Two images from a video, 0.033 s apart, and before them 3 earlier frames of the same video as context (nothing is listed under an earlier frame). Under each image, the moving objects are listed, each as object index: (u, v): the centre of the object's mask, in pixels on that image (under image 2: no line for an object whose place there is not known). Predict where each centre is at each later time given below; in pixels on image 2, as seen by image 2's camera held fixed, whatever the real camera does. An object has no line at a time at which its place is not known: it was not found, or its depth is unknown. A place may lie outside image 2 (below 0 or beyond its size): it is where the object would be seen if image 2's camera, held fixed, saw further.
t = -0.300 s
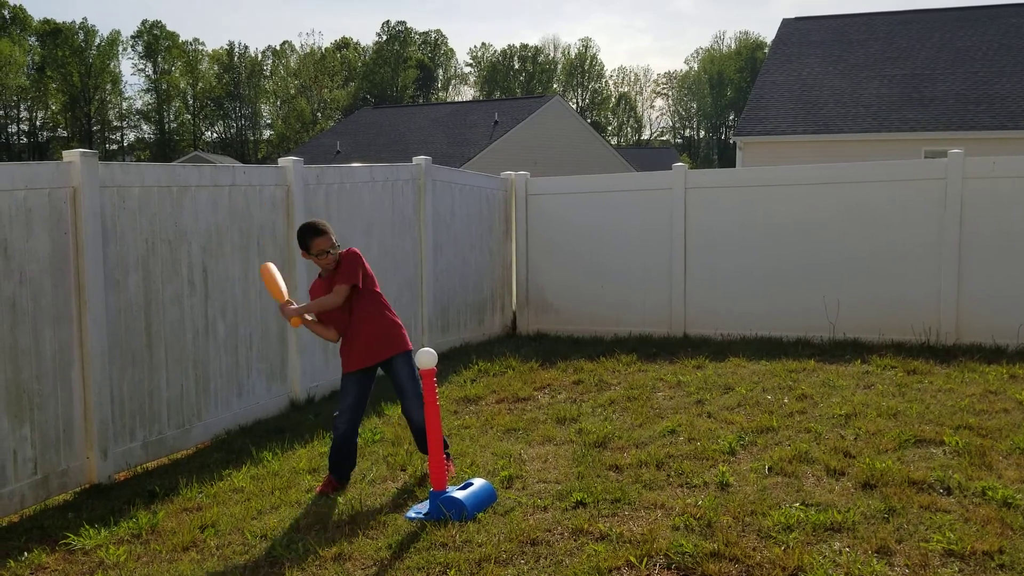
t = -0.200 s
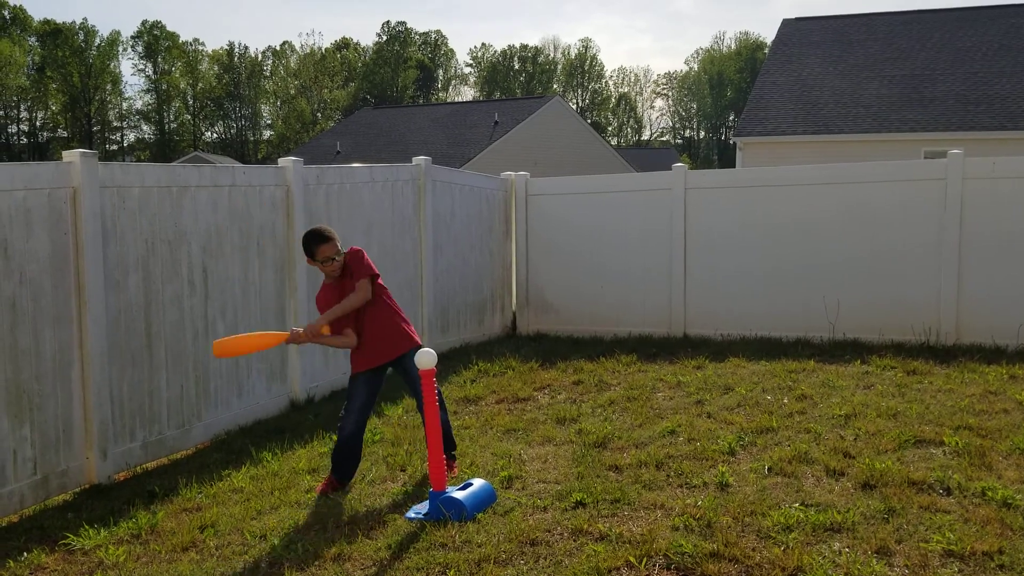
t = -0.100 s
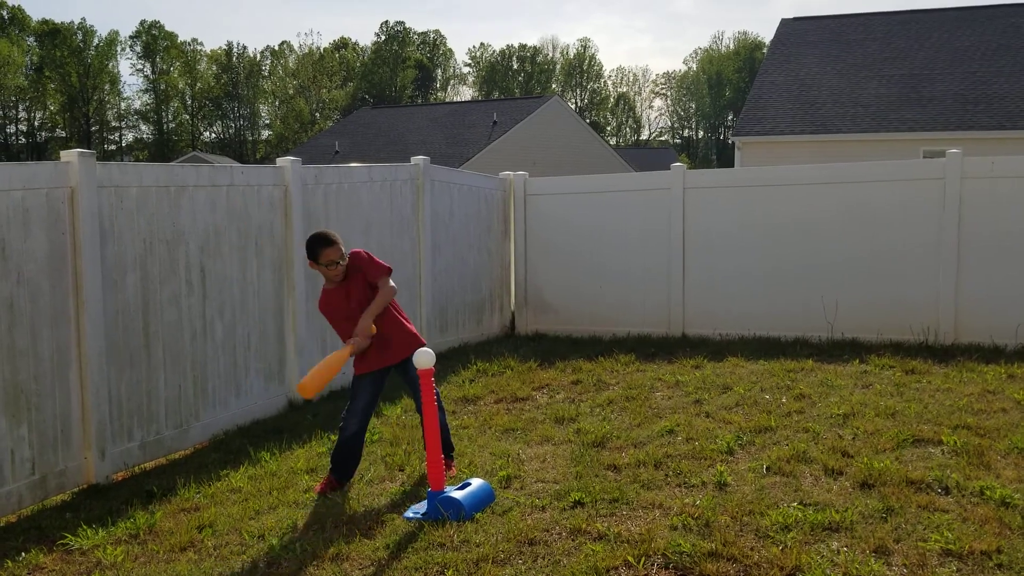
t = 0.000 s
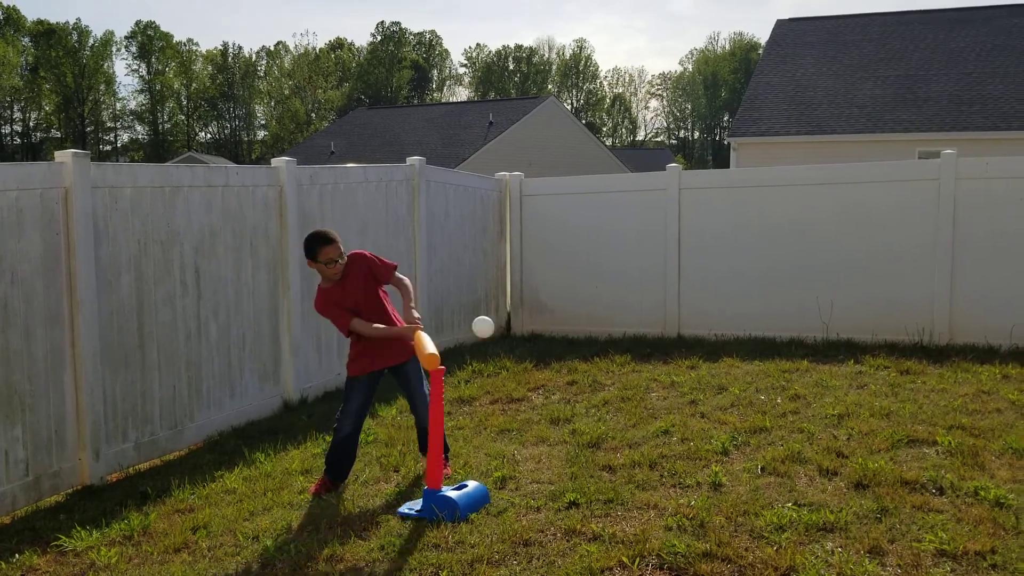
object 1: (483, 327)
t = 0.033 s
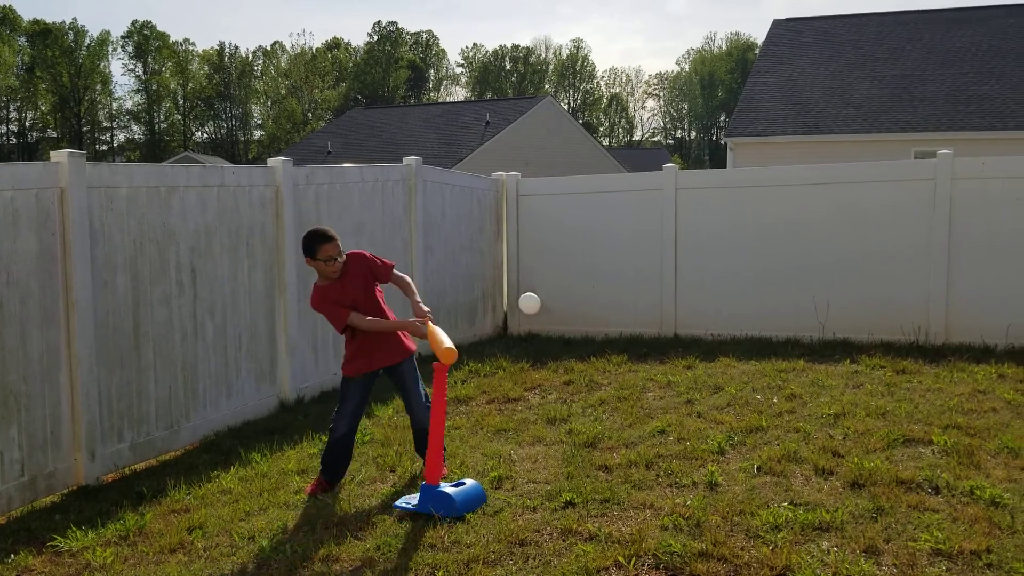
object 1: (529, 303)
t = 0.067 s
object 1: (578, 284)
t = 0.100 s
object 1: (625, 267)
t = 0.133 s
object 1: (670, 252)
